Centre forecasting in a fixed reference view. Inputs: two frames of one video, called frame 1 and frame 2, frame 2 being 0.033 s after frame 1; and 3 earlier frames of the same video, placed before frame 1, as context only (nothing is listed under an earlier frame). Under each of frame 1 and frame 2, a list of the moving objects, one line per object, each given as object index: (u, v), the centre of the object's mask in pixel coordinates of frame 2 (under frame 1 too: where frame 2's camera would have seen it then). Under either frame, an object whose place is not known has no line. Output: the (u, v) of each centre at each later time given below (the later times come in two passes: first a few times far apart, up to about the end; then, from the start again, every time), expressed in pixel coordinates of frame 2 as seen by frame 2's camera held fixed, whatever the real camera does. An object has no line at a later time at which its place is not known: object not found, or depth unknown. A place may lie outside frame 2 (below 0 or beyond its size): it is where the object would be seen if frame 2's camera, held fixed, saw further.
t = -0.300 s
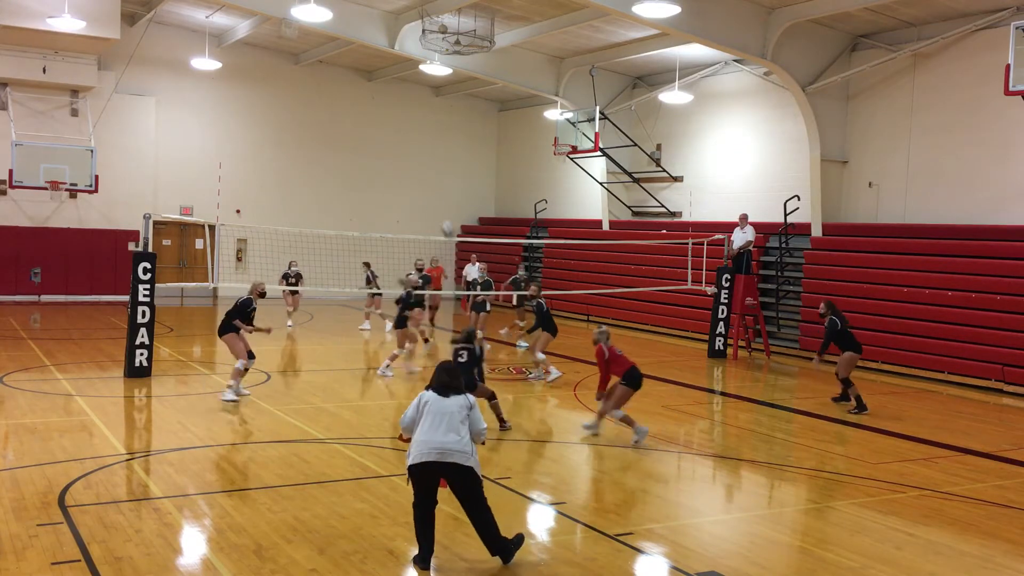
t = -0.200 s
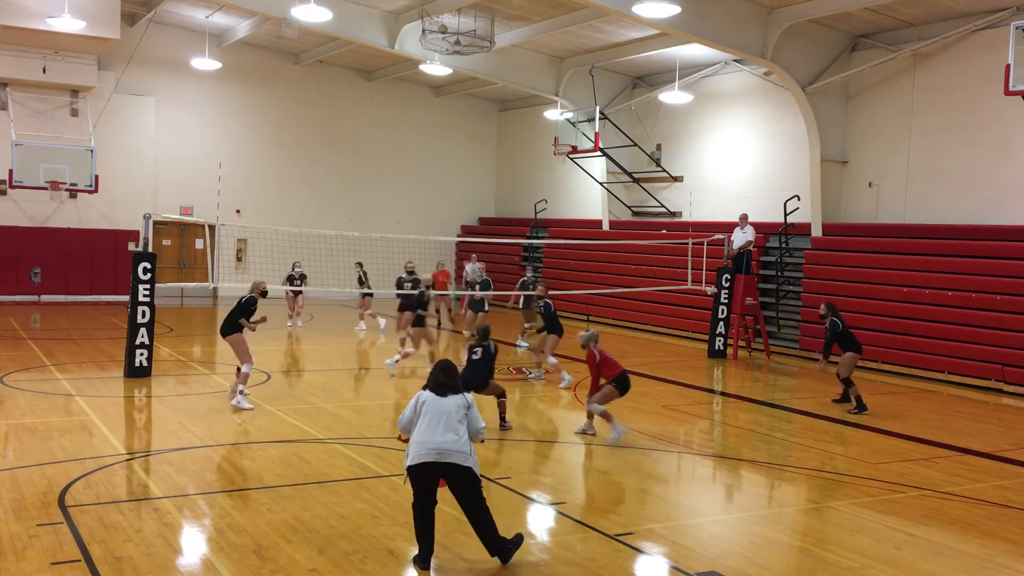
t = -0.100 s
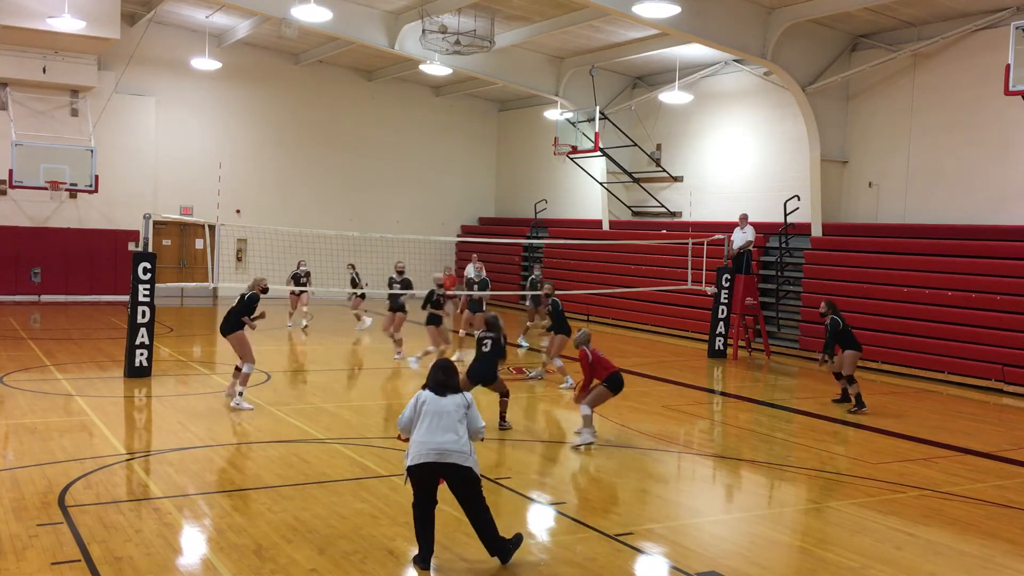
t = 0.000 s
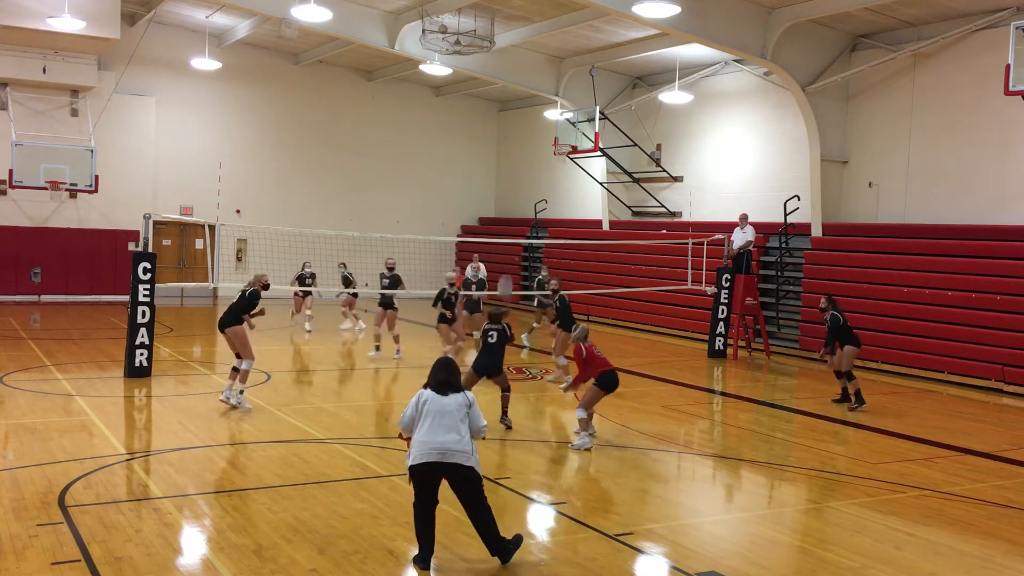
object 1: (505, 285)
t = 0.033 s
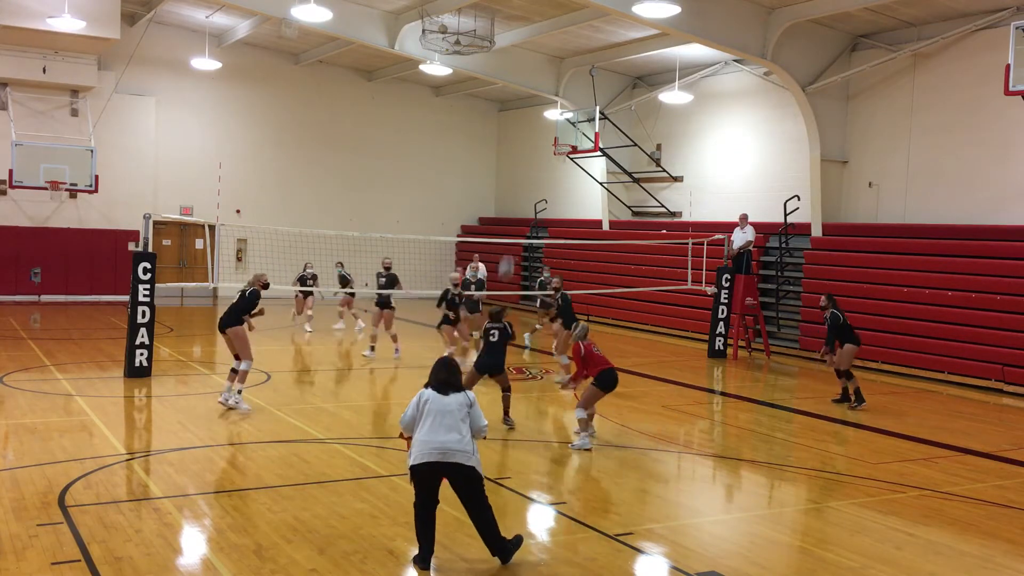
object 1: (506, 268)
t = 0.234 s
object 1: (514, 168)
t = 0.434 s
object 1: (519, 102)
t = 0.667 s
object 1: (522, 70)
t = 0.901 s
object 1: (524, 76)
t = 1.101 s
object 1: (525, 109)
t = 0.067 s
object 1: (508, 251)
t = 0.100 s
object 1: (509, 229)
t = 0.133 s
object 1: (510, 215)
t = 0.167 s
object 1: (511, 196)
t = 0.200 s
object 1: (513, 182)
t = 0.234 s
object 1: (514, 168)
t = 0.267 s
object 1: (515, 154)
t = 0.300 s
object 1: (515, 142)
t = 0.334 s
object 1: (517, 131)
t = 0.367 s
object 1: (518, 121)
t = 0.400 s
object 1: (517, 111)
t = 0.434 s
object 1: (519, 102)
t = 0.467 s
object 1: (519, 96)
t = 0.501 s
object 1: (520, 89)
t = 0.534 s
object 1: (521, 84)
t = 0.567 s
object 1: (521, 79)
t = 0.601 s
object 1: (522, 75)
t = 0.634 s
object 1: (522, 73)
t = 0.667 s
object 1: (522, 70)
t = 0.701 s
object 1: (522, 68)
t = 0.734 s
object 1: (523, 68)
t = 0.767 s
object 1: (523, 68)
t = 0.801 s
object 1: (523, 68)
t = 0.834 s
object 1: (523, 70)
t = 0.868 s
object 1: (524, 72)
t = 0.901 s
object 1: (524, 76)
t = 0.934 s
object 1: (524, 79)
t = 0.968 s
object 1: (524, 84)
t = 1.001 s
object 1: (525, 88)
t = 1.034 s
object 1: (525, 94)
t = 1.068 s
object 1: (525, 102)
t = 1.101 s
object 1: (525, 109)
